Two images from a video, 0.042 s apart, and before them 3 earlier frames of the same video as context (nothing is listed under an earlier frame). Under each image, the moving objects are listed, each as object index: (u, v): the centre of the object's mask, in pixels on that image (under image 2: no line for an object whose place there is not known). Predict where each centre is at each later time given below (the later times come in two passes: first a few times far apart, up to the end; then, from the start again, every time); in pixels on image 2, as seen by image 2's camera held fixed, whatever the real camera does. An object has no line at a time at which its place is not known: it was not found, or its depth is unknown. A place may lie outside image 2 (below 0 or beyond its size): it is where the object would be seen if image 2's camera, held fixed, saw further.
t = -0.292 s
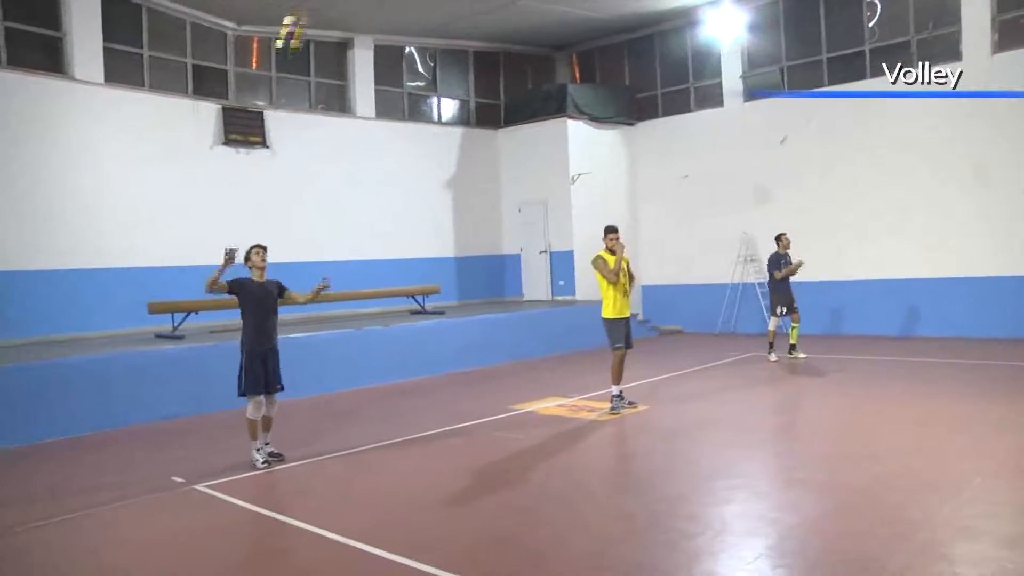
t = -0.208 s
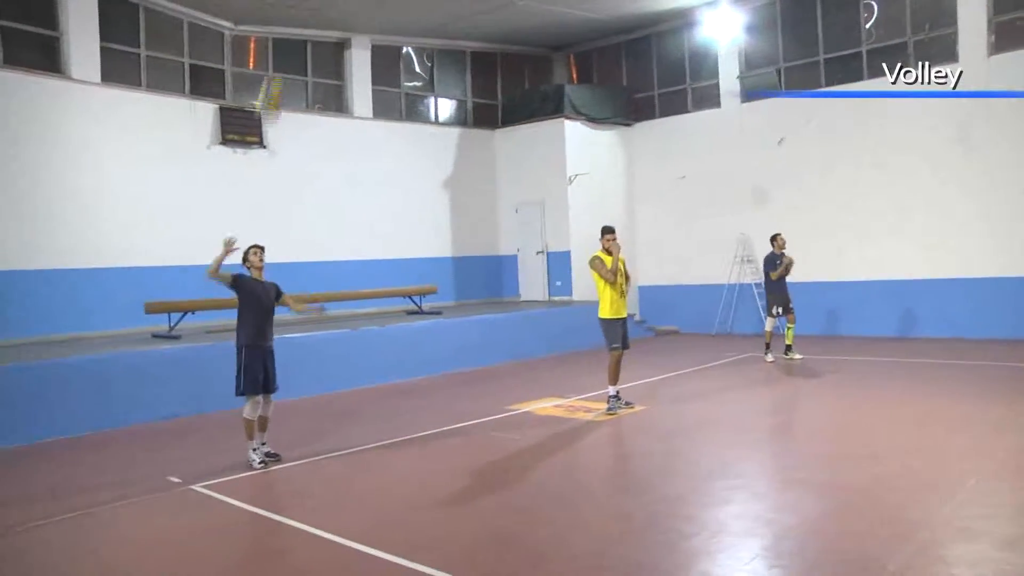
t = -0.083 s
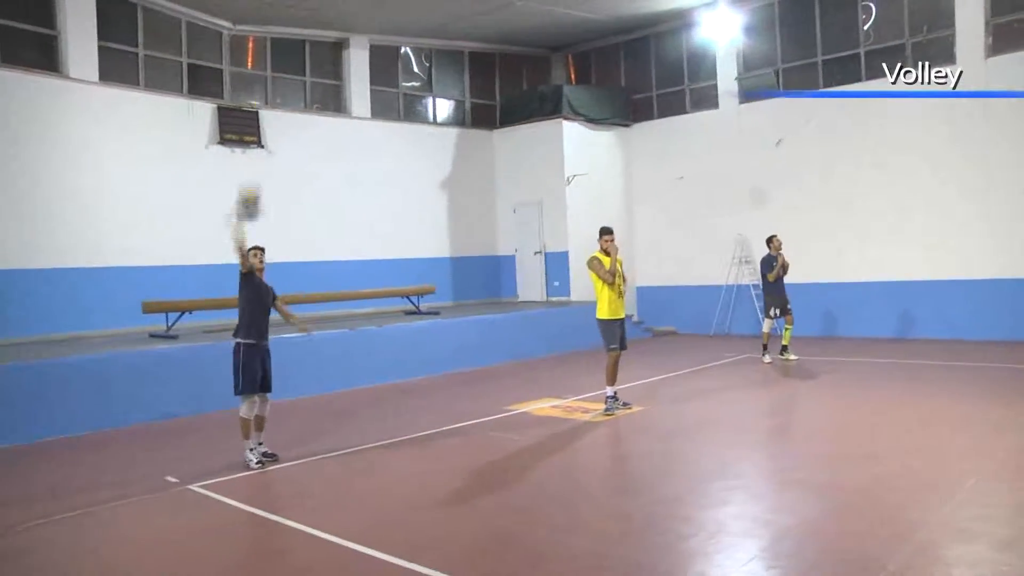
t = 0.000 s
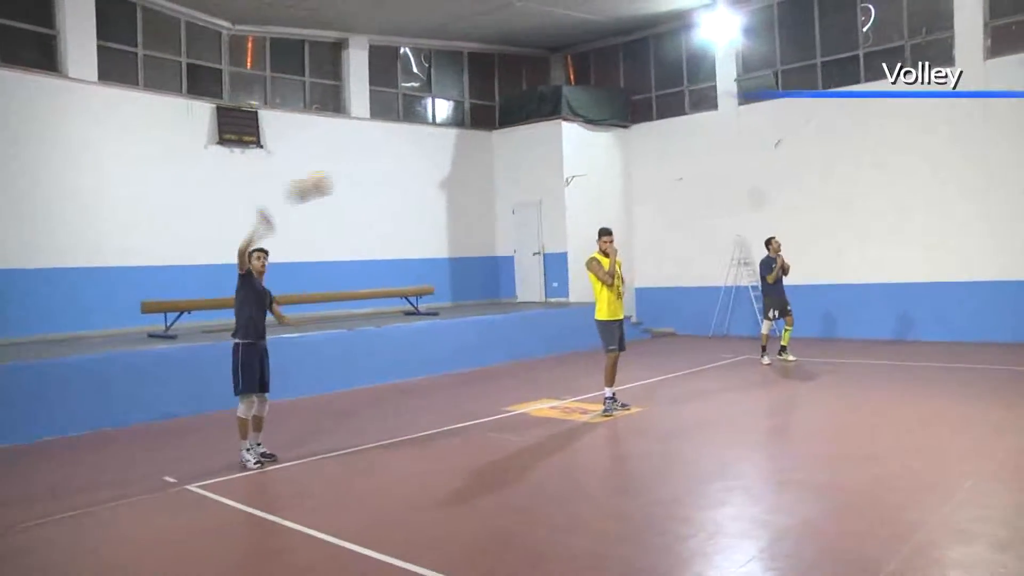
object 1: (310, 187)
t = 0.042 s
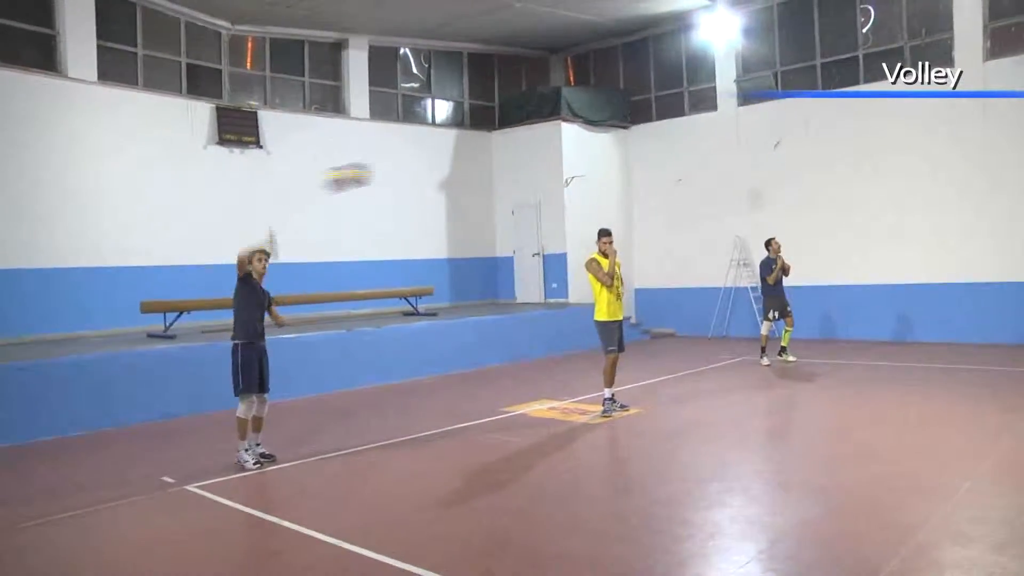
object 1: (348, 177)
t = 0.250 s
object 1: (575, 148)
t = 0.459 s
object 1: (858, 183)
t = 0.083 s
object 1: (390, 167)
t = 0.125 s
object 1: (432, 160)
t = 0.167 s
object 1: (474, 156)
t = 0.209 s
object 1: (526, 149)
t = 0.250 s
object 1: (575, 148)
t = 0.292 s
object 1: (626, 149)
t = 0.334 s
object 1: (682, 152)
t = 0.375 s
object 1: (738, 159)
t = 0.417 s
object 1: (793, 169)
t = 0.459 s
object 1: (858, 183)
